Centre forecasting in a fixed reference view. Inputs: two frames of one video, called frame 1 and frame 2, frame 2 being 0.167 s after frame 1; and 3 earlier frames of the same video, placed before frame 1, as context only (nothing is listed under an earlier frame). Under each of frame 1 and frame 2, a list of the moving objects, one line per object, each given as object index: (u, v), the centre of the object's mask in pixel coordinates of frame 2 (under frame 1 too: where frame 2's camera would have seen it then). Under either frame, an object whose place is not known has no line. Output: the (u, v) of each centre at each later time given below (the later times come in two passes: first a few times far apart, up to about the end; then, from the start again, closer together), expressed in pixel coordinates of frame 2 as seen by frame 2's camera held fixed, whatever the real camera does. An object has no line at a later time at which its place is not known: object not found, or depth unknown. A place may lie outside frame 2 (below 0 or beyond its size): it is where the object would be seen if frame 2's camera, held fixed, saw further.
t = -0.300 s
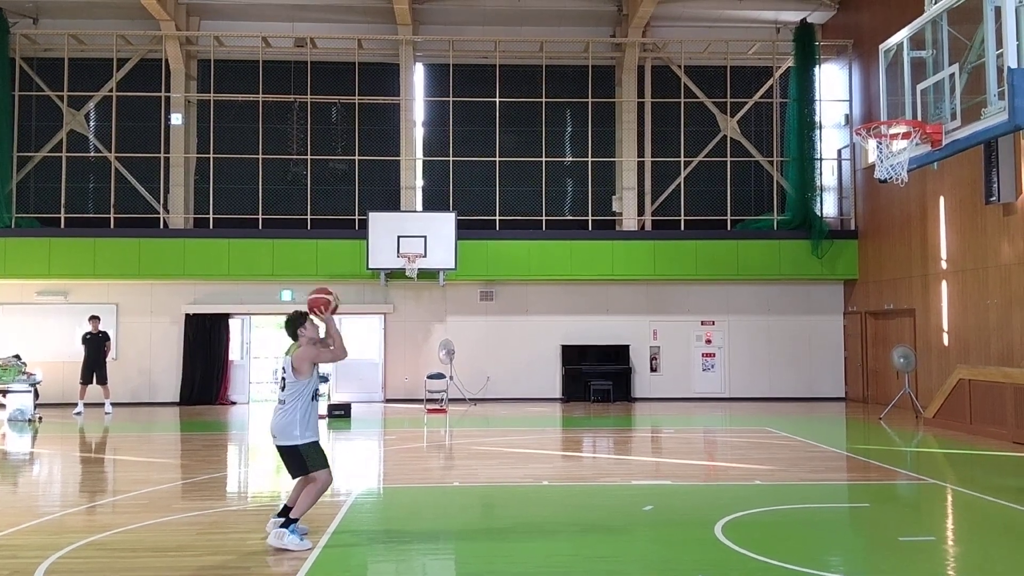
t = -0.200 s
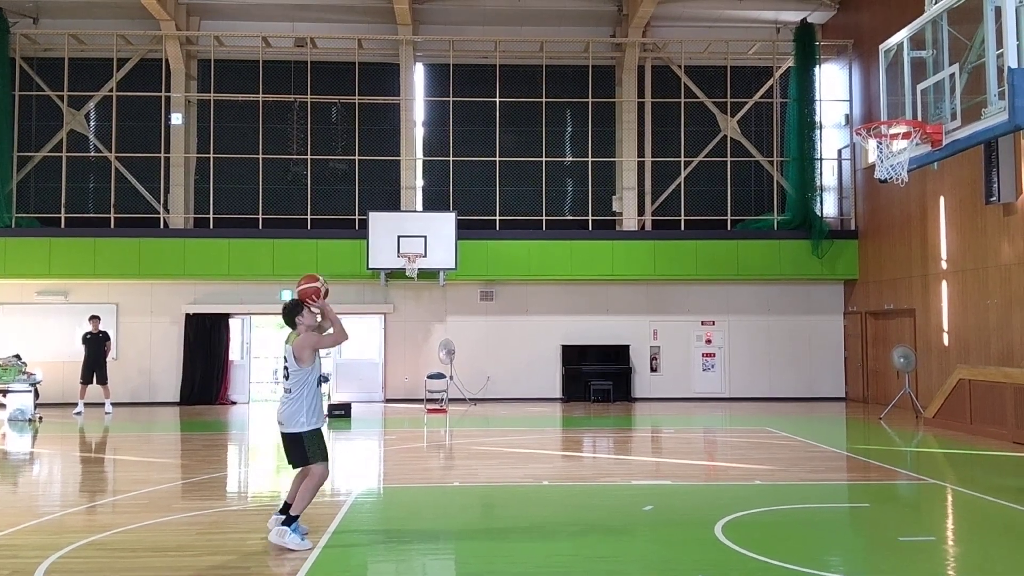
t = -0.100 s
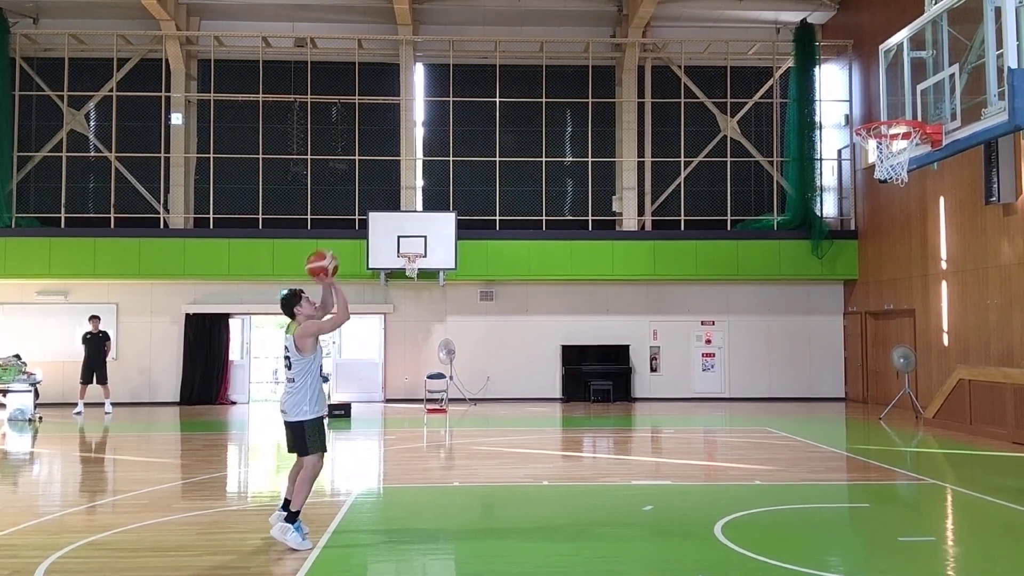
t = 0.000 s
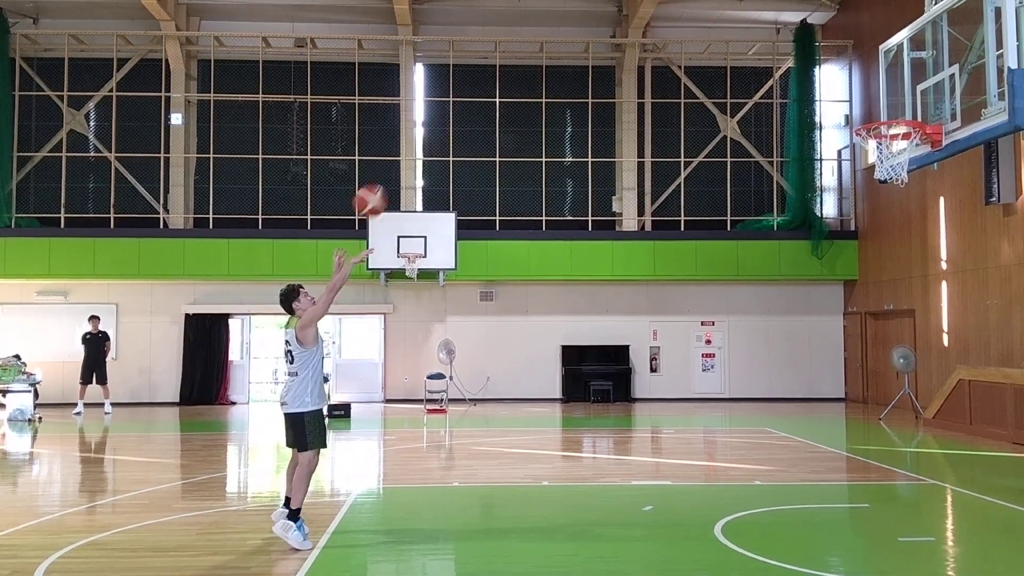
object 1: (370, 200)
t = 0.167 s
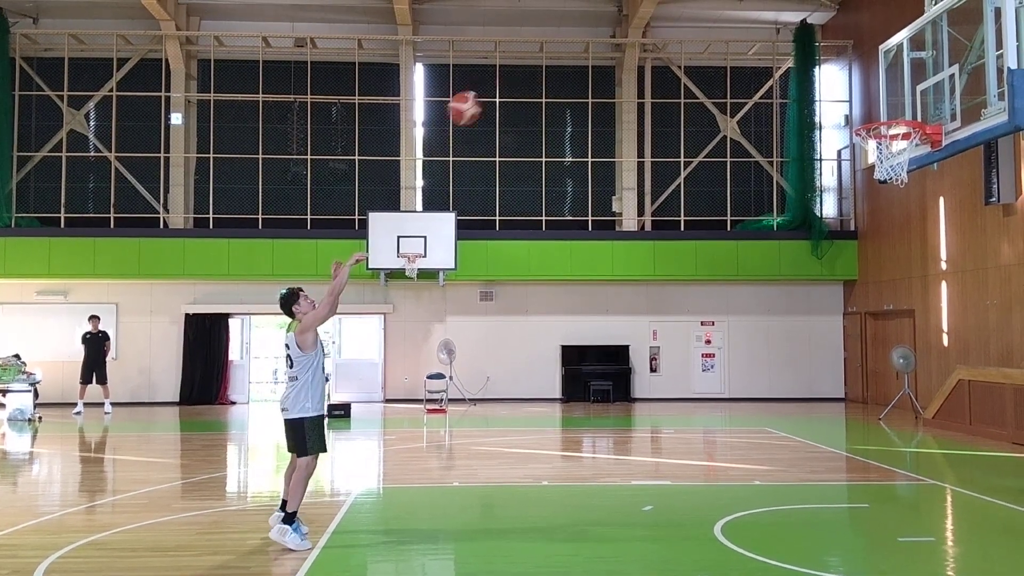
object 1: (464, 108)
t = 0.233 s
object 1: (502, 80)
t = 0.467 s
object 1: (630, 25)
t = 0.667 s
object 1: (741, 32)
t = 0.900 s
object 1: (872, 103)
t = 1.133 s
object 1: (874, 155)
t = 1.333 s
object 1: (866, 201)
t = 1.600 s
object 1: (857, 342)
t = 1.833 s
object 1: (852, 497)
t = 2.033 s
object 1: (850, 378)
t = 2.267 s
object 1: (851, 312)
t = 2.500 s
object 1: (853, 307)
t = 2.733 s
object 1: (856, 360)
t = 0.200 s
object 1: (482, 93)
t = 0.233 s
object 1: (502, 80)
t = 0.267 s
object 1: (520, 68)
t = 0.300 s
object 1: (538, 58)
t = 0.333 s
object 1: (556, 48)
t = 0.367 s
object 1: (575, 40)
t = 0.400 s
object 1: (594, 33)
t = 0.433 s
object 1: (612, 28)
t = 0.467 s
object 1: (630, 25)
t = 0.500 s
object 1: (648, 23)
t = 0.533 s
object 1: (667, 22)
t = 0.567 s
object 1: (686, 22)
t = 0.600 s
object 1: (704, 24)
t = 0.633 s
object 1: (723, 27)
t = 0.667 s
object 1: (741, 32)
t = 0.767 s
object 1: (799, 54)
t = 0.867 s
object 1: (853, 89)
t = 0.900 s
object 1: (872, 103)
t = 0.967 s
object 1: (899, 130)
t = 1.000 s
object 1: (891, 136)
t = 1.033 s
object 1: (886, 143)
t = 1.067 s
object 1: (880, 138)
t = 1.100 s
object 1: (875, 146)
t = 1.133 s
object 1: (874, 155)
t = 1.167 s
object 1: (873, 158)
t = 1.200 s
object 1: (872, 162)
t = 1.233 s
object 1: (871, 169)
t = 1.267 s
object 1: (869, 178)
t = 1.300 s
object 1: (868, 186)
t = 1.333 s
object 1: (866, 201)
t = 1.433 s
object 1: (862, 244)
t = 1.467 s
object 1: (861, 260)
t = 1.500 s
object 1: (860, 280)
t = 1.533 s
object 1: (859, 298)
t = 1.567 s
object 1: (857, 320)
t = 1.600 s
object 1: (857, 342)
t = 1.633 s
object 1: (855, 365)
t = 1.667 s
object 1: (854, 390)
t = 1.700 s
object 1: (854, 417)
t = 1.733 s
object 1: (853, 445)
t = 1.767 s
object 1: (852, 474)
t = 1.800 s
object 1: (852, 506)
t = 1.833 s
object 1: (852, 497)
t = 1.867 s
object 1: (851, 474)
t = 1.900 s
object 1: (851, 452)
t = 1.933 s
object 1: (851, 431)
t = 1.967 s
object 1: (850, 412)
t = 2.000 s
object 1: (850, 394)
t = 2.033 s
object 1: (850, 378)
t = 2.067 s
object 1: (851, 366)
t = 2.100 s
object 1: (850, 353)
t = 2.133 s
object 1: (851, 342)
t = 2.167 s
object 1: (850, 333)
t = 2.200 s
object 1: (851, 324)
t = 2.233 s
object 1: (851, 317)
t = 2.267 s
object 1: (851, 312)
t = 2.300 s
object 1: (852, 307)
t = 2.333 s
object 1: (852, 304)
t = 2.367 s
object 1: (852, 303)
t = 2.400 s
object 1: (852, 302)
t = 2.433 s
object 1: (852, 302)
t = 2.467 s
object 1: (853, 304)
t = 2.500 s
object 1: (853, 307)
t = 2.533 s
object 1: (853, 311)
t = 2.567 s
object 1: (854, 316)
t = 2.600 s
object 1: (854, 323)
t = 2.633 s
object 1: (854, 330)
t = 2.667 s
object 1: (855, 340)
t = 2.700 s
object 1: (856, 349)
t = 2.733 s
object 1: (856, 360)
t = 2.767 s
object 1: (857, 373)
